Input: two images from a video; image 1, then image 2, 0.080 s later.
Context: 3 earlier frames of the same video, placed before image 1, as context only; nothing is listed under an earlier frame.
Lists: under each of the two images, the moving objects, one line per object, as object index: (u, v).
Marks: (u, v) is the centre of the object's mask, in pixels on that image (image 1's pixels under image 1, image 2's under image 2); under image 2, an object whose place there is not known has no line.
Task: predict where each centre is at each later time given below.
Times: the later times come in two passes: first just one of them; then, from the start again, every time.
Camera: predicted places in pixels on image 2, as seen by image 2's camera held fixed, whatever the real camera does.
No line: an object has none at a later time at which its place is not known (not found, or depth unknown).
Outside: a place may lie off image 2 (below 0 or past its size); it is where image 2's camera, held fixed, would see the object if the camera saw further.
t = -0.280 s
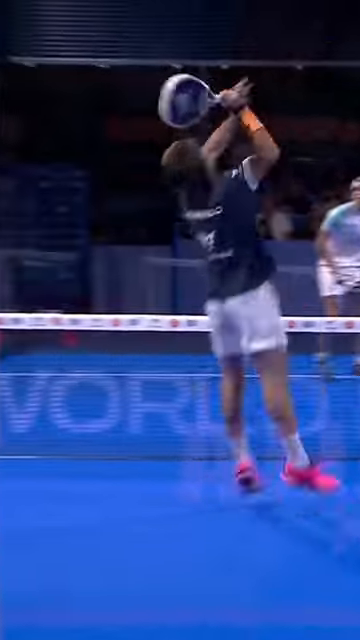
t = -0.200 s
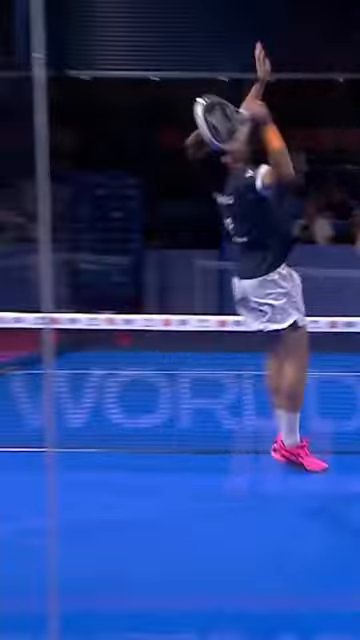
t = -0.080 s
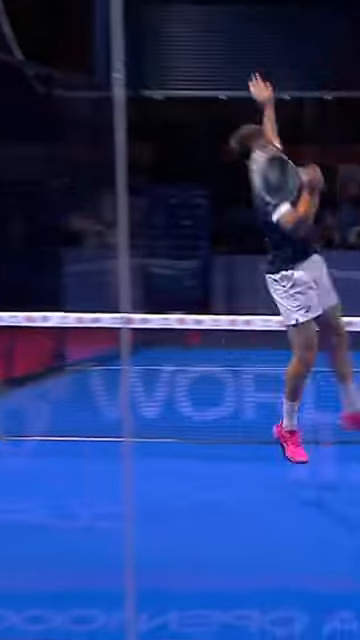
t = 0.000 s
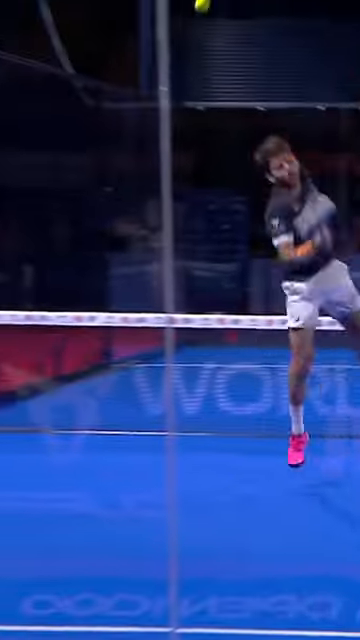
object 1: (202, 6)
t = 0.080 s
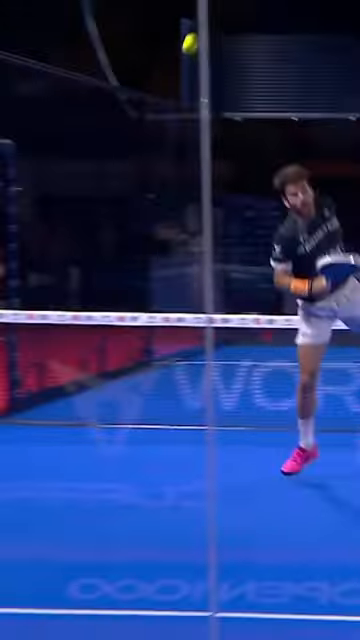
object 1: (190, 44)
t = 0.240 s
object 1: (72, 142)
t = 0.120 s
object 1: (163, 61)
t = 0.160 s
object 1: (135, 83)
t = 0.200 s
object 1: (105, 110)
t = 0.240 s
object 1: (72, 142)
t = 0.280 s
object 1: (39, 179)
